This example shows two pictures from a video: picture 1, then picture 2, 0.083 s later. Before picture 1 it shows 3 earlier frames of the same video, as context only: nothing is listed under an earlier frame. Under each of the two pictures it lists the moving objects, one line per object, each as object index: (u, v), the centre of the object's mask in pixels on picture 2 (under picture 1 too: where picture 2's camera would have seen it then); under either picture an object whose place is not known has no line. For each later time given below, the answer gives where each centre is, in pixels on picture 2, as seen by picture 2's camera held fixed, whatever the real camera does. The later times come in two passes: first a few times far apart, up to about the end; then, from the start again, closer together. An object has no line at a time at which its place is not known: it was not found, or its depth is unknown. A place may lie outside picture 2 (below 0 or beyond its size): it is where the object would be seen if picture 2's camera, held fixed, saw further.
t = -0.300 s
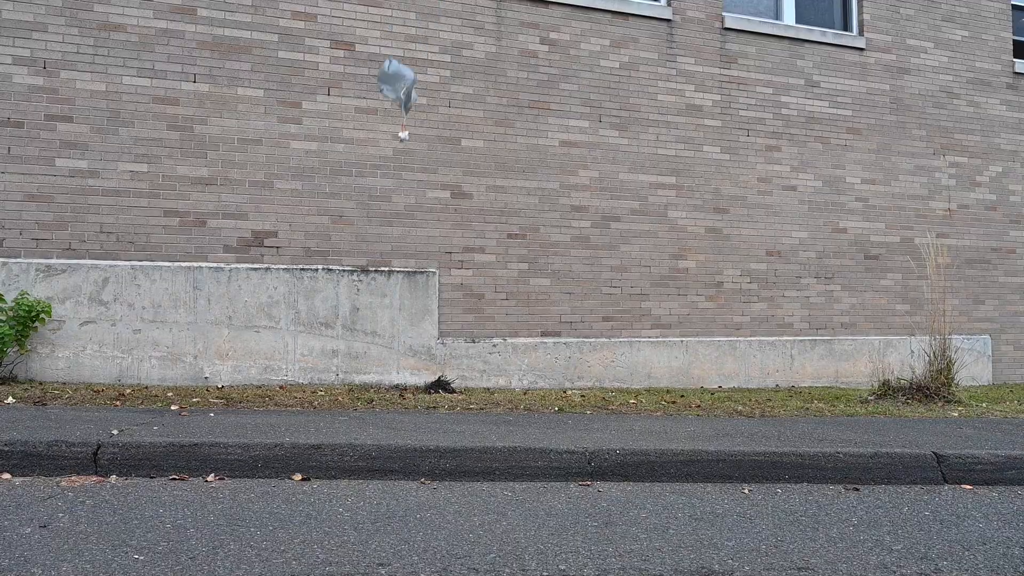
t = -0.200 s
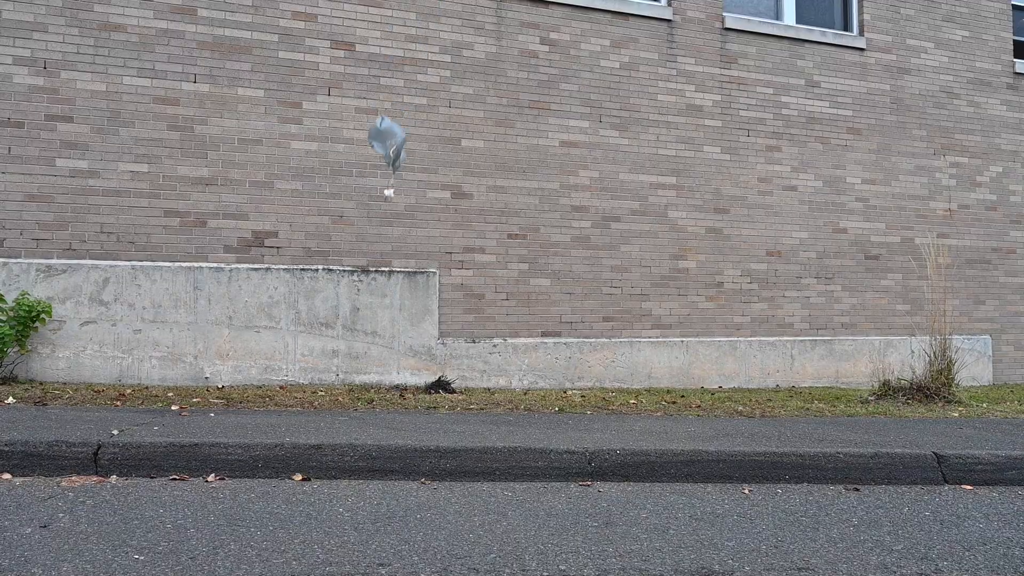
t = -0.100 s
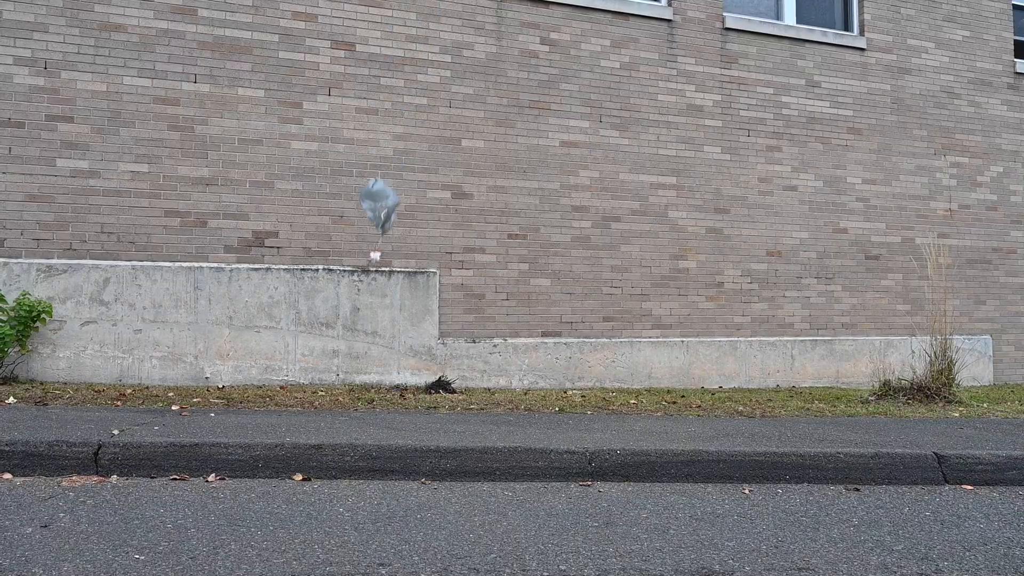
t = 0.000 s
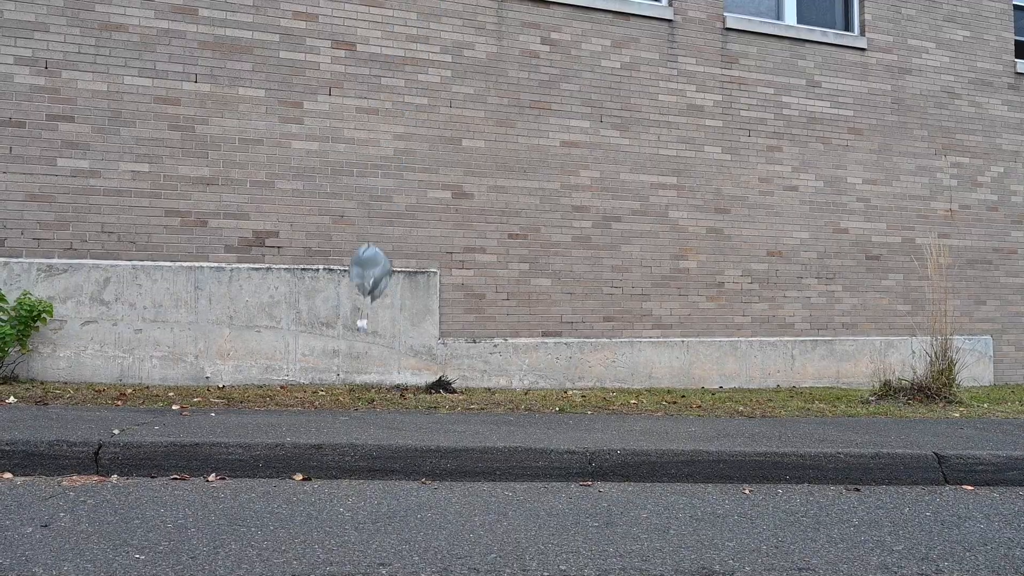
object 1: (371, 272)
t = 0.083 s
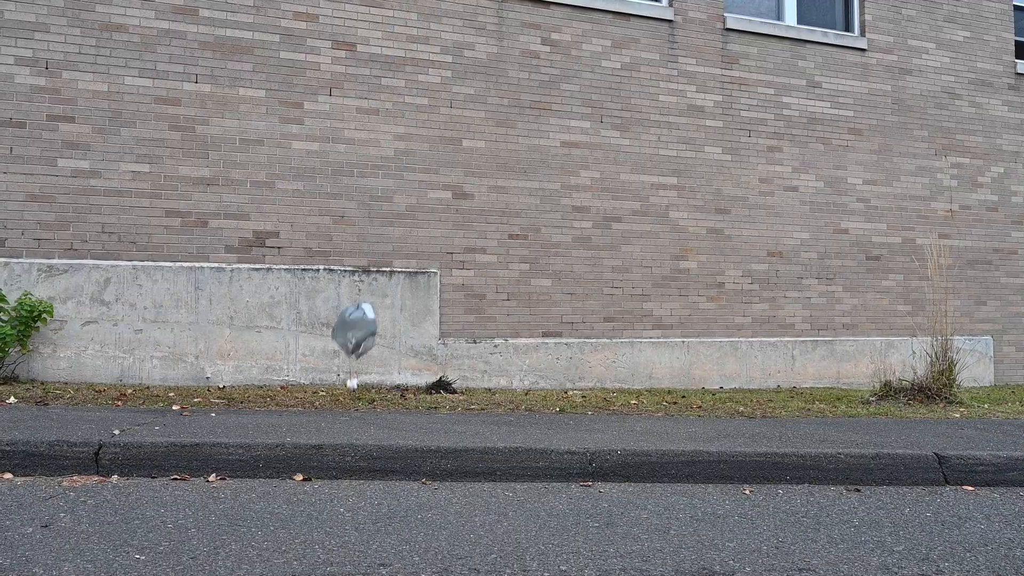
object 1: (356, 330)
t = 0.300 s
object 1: (330, 394)
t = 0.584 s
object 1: (336, 394)
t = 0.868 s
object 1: (339, 391)
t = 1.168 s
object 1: (339, 391)
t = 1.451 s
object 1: (337, 394)
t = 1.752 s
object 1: (336, 395)
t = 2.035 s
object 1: (336, 395)
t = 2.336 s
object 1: (335, 395)
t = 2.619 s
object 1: (335, 395)
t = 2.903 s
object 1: (335, 395)
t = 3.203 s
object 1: (335, 395)
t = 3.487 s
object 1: (335, 395)
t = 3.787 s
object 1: (335, 395)
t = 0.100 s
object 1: (352, 342)
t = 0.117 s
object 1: (348, 353)
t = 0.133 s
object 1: (345, 365)
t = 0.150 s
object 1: (342, 373)
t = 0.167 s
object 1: (337, 378)
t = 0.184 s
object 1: (335, 383)
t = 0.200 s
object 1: (334, 388)
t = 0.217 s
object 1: (332, 391)
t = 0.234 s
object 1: (330, 392)
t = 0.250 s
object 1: (330, 393)
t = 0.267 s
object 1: (329, 393)
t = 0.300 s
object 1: (330, 394)
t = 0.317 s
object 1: (330, 394)
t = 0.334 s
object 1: (331, 395)
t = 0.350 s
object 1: (331, 395)
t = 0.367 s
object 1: (331, 395)
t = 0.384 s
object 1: (331, 395)
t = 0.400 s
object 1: (331, 395)
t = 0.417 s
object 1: (332, 396)
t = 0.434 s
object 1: (332, 396)
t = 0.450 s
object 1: (333, 395)
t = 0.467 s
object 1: (334, 395)
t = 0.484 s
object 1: (334, 395)
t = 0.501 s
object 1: (335, 395)
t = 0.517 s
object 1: (335, 395)
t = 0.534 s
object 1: (336, 394)
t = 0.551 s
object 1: (336, 394)
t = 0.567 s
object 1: (336, 394)
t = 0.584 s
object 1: (336, 394)
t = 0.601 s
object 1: (336, 393)
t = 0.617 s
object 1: (337, 393)
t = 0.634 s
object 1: (337, 393)
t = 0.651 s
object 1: (338, 393)
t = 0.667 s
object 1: (338, 393)
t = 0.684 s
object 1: (338, 393)
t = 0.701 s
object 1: (338, 392)
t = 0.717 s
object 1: (338, 392)
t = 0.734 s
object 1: (339, 392)
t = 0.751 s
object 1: (339, 392)
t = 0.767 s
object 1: (339, 391)
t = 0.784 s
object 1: (339, 391)
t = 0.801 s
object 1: (339, 391)
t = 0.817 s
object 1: (339, 391)
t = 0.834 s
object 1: (339, 391)
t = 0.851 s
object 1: (339, 391)
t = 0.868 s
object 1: (339, 391)
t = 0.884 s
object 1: (339, 391)
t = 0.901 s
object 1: (339, 391)
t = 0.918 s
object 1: (340, 391)
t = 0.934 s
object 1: (340, 391)
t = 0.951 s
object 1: (340, 391)
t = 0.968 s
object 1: (340, 391)
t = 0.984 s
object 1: (340, 391)
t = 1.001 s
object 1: (340, 391)
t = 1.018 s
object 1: (340, 391)
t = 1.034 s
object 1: (340, 391)
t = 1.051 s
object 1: (340, 391)
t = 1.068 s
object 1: (340, 391)
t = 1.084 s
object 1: (340, 391)
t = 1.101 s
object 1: (340, 391)
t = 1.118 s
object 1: (340, 391)
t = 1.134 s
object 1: (339, 391)
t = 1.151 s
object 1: (339, 391)
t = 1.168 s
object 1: (339, 391)
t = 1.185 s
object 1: (339, 392)
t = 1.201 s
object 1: (339, 392)
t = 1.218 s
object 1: (339, 392)
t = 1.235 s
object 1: (339, 392)
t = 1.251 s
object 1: (339, 392)
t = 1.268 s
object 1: (339, 392)
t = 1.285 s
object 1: (339, 392)
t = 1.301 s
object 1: (339, 392)
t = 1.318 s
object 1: (339, 393)
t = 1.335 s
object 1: (338, 393)
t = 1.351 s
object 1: (338, 393)
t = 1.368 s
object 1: (338, 393)
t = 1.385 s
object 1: (338, 393)
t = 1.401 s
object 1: (337, 393)
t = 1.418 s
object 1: (337, 393)
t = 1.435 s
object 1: (337, 393)
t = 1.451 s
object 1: (337, 394)
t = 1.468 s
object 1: (336, 394)
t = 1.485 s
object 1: (336, 394)
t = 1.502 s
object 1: (336, 394)
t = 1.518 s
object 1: (336, 394)
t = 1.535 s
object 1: (336, 394)
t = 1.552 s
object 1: (336, 394)
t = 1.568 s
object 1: (335, 394)
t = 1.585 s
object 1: (335, 394)
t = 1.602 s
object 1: (335, 394)
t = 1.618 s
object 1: (336, 394)
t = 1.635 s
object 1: (336, 394)
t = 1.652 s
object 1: (336, 394)
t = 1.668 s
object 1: (336, 395)
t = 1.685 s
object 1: (336, 395)
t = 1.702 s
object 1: (336, 395)
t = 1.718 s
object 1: (336, 395)
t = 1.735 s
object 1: (336, 395)
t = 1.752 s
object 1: (336, 395)
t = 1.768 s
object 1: (336, 395)
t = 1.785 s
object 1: (336, 395)
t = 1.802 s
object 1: (336, 395)
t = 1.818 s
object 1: (336, 395)
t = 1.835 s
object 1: (336, 395)
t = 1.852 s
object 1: (336, 395)
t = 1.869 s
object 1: (336, 395)
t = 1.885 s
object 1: (336, 395)
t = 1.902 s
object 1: (336, 395)
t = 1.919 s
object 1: (335, 395)
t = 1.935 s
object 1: (335, 395)
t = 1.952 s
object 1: (335, 395)
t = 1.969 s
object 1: (335, 395)
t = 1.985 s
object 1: (336, 395)
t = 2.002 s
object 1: (336, 395)
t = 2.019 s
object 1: (336, 395)
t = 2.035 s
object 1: (336, 395)
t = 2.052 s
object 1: (336, 395)
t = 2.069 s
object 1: (336, 395)
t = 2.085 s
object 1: (336, 395)
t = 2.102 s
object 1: (336, 395)
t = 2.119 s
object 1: (336, 395)
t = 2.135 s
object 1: (336, 395)
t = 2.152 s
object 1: (336, 395)
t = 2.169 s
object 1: (336, 395)
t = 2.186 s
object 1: (335, 395)
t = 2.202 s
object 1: (336, 395)
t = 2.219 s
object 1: (336, 395)
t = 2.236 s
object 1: (336, 395)
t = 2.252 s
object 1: (336, 395)
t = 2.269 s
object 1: (335, 395)
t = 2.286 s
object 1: (336, 395)
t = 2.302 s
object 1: (336, 395)
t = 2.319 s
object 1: (335, 395)
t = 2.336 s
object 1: (335, 395)
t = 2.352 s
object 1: (336, 395)
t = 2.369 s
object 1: (335, 395)
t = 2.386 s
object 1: (335, 395)
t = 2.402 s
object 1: (335, 395)
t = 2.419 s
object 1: (336, 395)
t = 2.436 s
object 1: (335, 395)
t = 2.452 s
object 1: (335, 395)
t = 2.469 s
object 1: (335, 395)
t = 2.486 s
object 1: (335, 395)
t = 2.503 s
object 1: (335, 395)
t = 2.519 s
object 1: (335, 395)
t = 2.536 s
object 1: (335, 395)
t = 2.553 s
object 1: (335, 395)
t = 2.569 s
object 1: (335, 395)
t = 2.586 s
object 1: (335, 395)
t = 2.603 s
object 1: (335, 395)
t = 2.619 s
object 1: (335, 395)
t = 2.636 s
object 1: (335, 395)
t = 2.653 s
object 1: (335, 395)
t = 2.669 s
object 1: (335, 395)
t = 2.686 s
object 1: (335, 395)
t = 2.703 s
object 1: (335, 395)
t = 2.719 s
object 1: (335, 395)
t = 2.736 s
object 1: (335, 395)
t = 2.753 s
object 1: (336, 395)
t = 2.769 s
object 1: (335, 395)
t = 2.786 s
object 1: (336, 395)
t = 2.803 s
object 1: (336, 395)
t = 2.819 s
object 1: (335, 395)
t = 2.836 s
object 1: (335, 395)
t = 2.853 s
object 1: (335, 395)
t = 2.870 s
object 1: (335, 395)
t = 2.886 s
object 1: (335, 395)
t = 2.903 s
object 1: (335, 395)
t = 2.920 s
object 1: (335, 395)
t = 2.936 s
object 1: (335, 395)
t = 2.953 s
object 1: (335, 395)
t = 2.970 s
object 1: (335, 395)
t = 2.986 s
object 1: (335, 395)
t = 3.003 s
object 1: (335, 395)
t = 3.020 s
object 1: (335, 395)
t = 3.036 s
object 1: (335, 395)
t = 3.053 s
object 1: (335, 395)
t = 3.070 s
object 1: (335, 395)
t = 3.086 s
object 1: (335, 395)
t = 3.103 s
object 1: (335, 395)
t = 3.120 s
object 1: (335, 395)
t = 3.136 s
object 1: (335, 395)
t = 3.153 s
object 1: (335, 395)
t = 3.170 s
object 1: (335, 395)
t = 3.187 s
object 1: (335, 395)
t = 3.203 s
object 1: (335, 395)
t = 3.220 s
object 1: (335, 395)
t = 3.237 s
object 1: (335, 395)
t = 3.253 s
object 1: (335, 395)
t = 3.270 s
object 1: (335, 395)
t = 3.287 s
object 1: (335, 395)
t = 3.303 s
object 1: (335, 395)
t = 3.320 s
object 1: (335, 395)
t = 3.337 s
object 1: (335, 395)
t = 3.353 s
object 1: (335, 395)
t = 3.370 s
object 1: (335, 395)
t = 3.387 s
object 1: (335, 395)
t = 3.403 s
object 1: (335, 395)
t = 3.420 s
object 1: (335, 395)
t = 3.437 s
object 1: (335, 395)
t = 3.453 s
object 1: (335, 395)
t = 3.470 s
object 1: (335, 395)
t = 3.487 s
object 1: (335, 395)
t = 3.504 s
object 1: (335, 395)
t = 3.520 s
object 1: (335, 395)
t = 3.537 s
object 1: (335, 395)
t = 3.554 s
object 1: (335, 395)
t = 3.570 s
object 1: (335, 395)
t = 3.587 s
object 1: (335, 395)
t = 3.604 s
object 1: (335, 395)
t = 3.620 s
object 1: (335, 395)
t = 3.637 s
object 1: (335, 395)
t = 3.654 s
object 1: (335, 395)
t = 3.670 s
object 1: (335, 395)
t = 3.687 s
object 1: (335, 395)
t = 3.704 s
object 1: (335, 395)
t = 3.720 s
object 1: (335, 395)
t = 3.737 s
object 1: (335, 395)
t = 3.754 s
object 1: (335, 395)
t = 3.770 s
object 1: (335, 395)
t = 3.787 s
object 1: (335, 395)
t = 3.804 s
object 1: (335, 395)
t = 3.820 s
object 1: (335, 395)
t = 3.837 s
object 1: (335, 395)
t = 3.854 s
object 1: (335, 395)
